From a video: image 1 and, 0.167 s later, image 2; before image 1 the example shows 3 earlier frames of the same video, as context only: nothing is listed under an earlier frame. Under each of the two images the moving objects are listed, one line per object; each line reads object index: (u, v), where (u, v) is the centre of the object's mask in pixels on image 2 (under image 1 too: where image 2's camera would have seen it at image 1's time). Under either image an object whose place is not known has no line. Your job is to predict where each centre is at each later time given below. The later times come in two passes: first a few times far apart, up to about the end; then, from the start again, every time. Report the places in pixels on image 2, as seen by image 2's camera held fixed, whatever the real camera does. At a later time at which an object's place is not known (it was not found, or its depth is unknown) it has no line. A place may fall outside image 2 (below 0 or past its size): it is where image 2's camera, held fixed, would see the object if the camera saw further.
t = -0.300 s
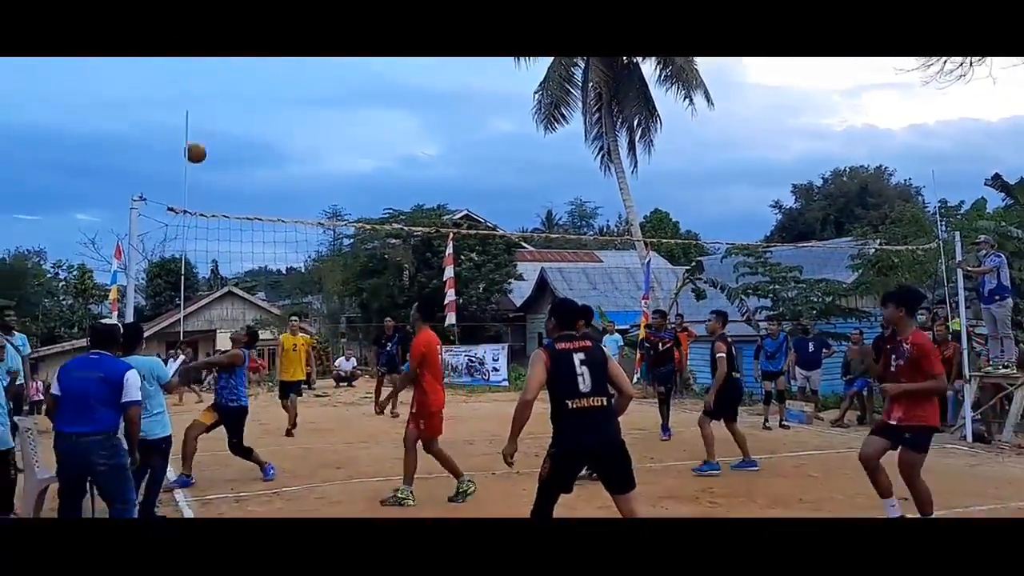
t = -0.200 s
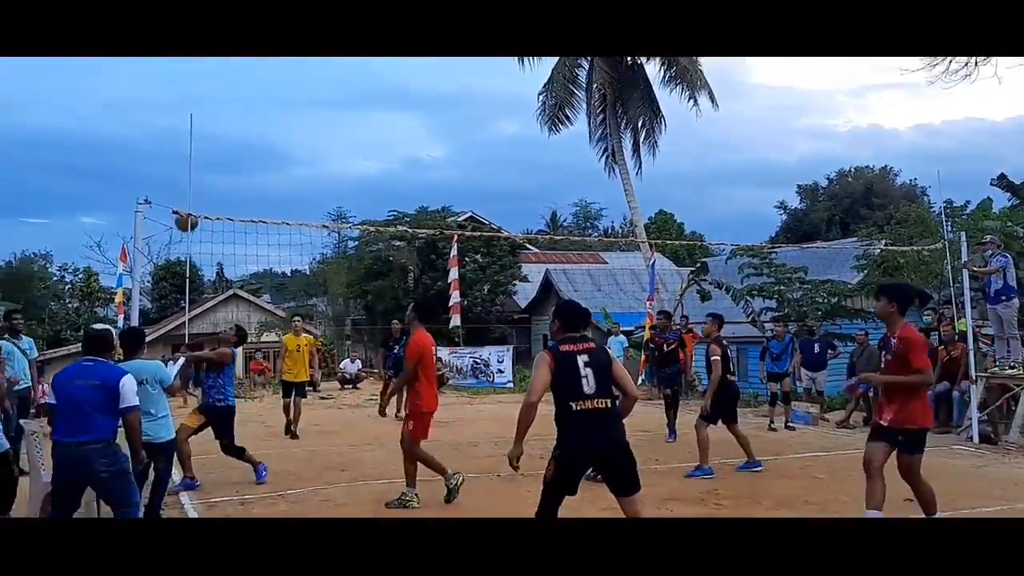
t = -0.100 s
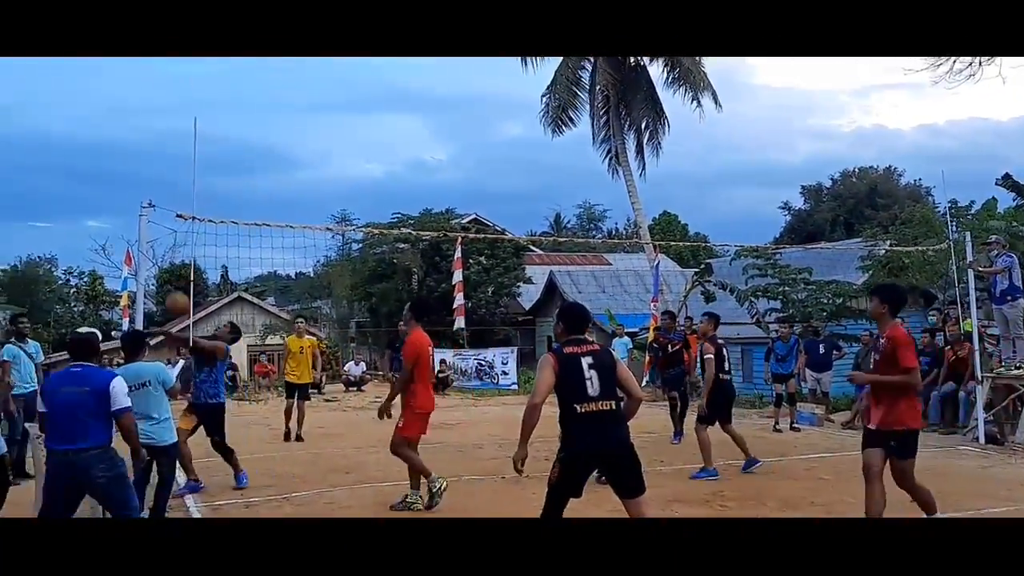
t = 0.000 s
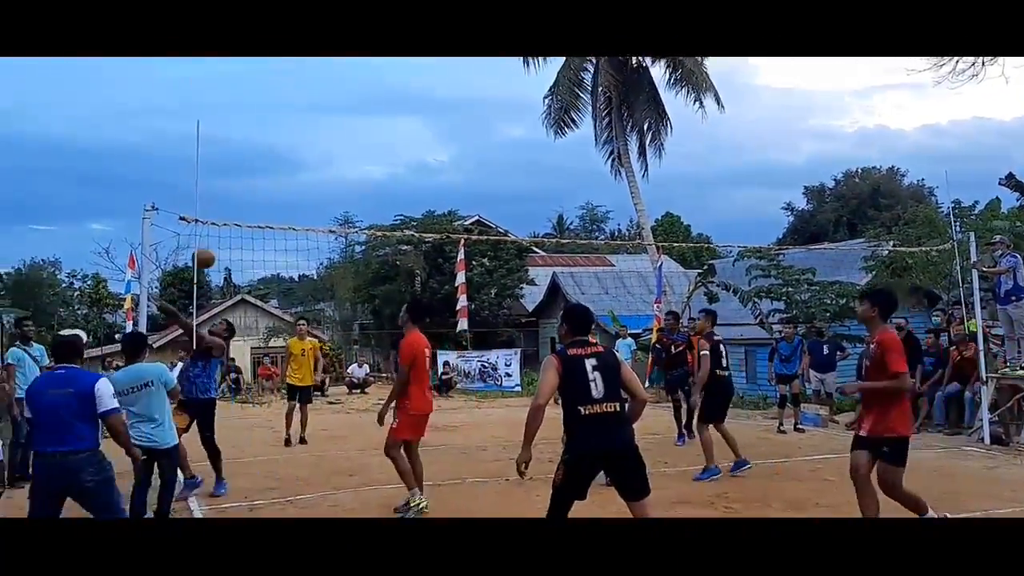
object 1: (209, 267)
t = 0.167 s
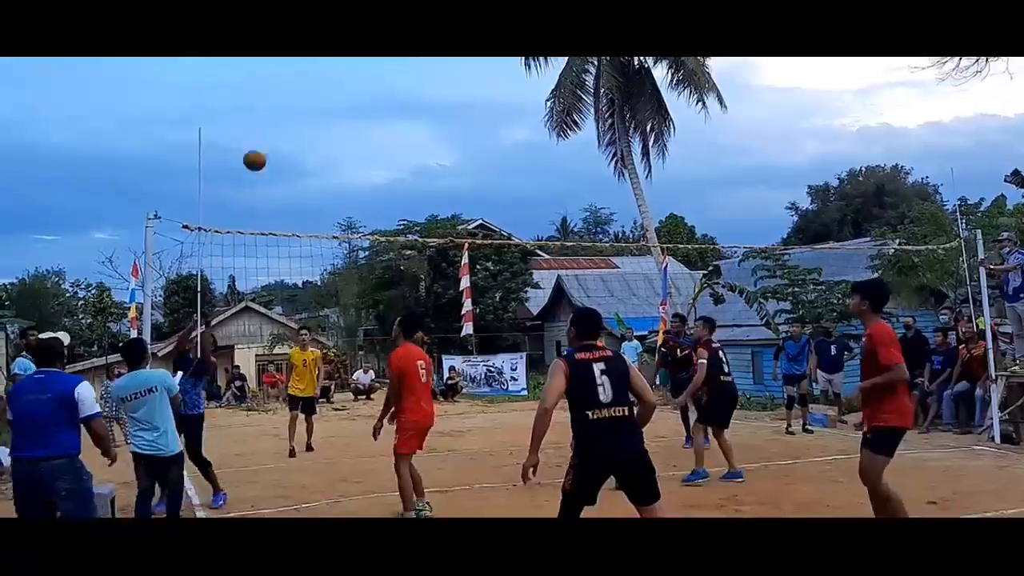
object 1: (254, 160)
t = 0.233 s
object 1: (272, 127)
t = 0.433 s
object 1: (327, 55)
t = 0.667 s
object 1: (389, 27)
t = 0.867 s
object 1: (441, 46)
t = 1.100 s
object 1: (497, 113)
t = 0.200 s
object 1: (263, 143)
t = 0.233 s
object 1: (272, 127)
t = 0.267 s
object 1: (281, 112)
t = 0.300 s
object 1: (290, 98)
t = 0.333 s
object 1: (300, 85)
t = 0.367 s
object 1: (308, 74)
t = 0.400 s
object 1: (318, 64)
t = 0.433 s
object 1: (327, 55)
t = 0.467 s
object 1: (336, 48)
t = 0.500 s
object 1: (345, 42)
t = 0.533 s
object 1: (354, 37)
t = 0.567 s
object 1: (363, 34)
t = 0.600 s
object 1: (372, 31)
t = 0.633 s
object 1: (381, 28)
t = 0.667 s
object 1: (389, 27)
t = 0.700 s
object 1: (398, 27)
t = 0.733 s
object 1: (407, 29)
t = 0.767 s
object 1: (415, 32)
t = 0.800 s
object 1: (424, 35)
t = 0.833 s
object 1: (432, 40)
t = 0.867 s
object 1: (441, 46)
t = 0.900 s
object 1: (449, 53)
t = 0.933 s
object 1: (457, 61)
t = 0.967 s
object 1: (465, 70)
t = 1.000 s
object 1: (473, 80)
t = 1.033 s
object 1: (481, 90)
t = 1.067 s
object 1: (489, 101)
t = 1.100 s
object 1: (497, 113)
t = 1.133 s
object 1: (504, 127)
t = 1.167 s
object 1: (512, 141)
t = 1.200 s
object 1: (520, 156)
